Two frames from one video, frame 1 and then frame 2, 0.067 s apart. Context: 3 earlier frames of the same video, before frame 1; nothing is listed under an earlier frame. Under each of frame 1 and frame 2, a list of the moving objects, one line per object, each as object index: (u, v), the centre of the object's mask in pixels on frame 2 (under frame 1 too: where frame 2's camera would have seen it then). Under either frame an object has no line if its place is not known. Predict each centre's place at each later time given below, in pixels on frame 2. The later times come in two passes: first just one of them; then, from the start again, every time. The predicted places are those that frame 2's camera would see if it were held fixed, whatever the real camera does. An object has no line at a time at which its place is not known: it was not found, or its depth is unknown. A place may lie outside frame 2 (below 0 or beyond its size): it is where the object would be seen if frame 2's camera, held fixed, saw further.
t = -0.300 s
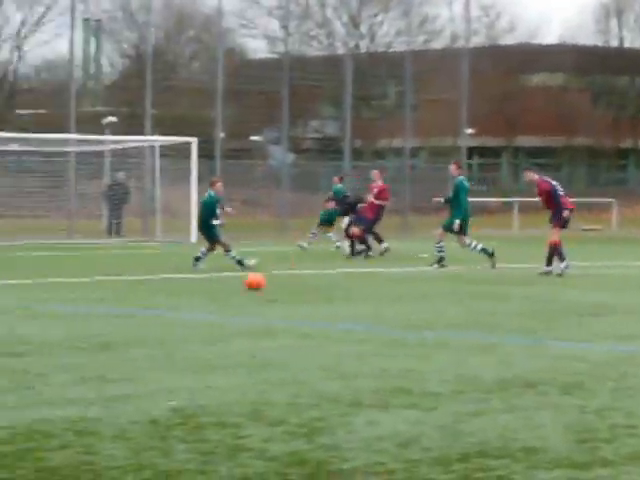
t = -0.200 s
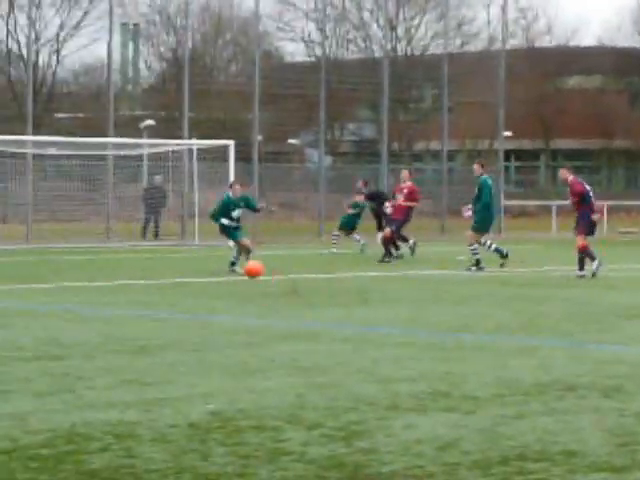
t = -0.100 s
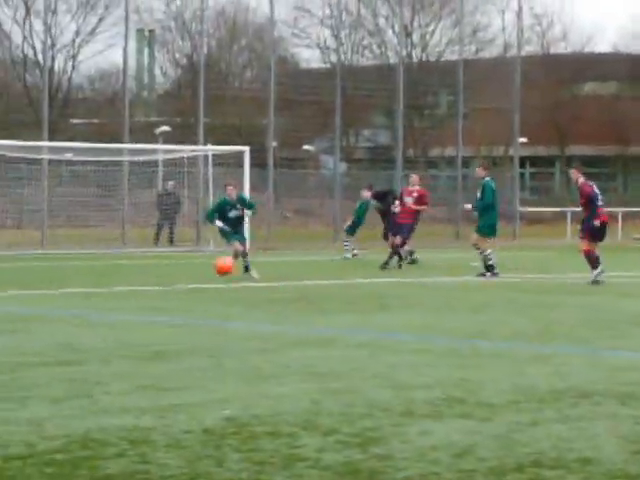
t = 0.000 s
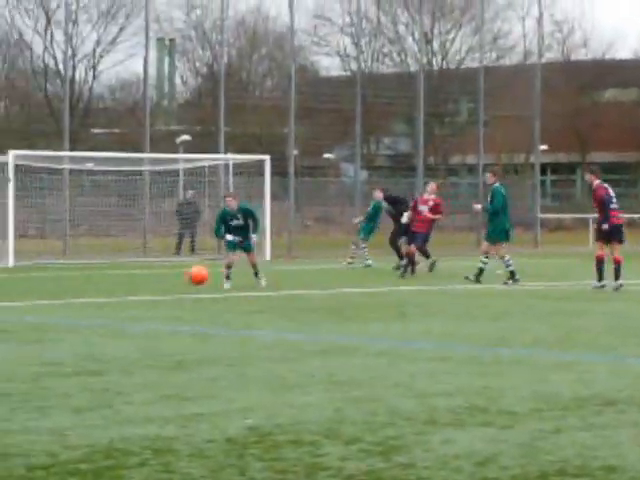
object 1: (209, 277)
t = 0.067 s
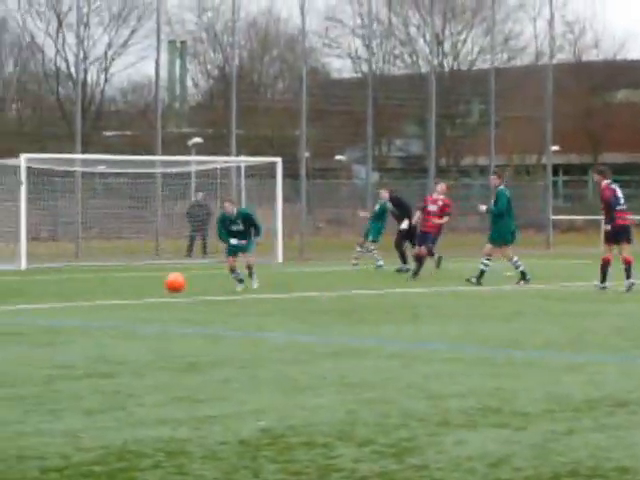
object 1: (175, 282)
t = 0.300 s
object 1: (33, 333)
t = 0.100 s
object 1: (156, 287)
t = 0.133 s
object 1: (138, 293)
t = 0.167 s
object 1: (118, 299)
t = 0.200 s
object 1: (98, 306)
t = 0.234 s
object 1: (77, 316)
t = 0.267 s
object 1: (55, 326)
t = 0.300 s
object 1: (33, 333)
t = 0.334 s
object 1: (14, 329)
